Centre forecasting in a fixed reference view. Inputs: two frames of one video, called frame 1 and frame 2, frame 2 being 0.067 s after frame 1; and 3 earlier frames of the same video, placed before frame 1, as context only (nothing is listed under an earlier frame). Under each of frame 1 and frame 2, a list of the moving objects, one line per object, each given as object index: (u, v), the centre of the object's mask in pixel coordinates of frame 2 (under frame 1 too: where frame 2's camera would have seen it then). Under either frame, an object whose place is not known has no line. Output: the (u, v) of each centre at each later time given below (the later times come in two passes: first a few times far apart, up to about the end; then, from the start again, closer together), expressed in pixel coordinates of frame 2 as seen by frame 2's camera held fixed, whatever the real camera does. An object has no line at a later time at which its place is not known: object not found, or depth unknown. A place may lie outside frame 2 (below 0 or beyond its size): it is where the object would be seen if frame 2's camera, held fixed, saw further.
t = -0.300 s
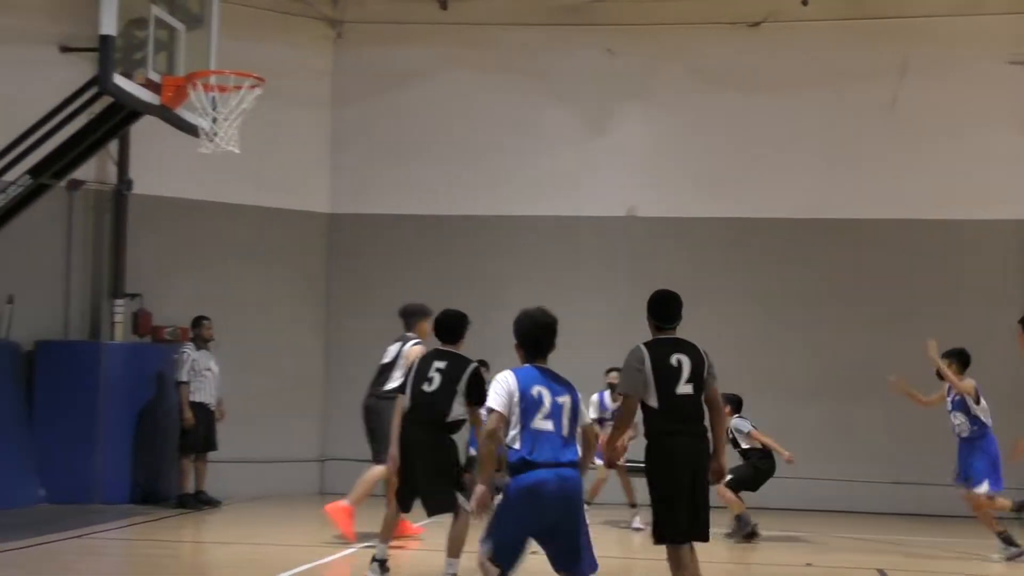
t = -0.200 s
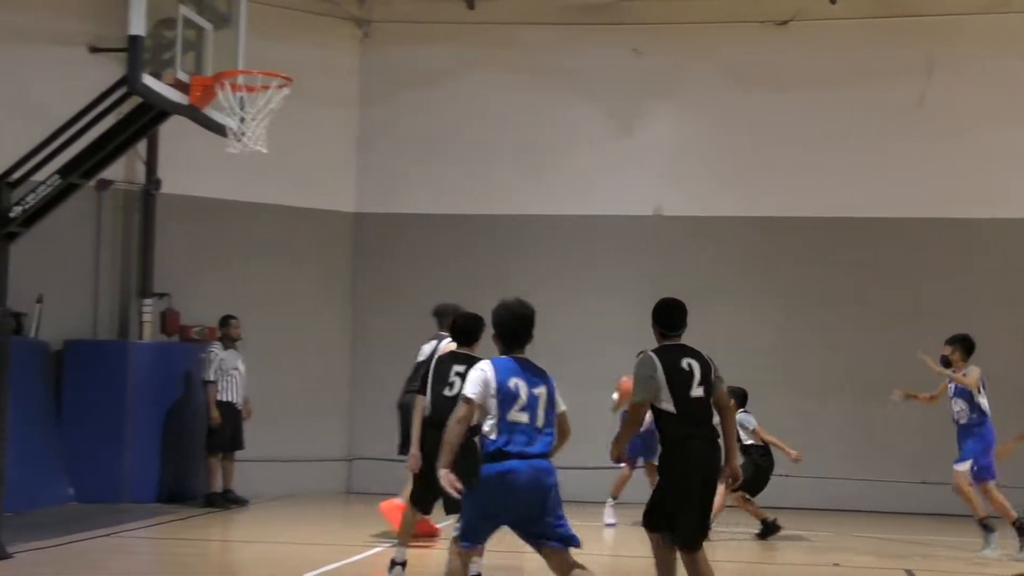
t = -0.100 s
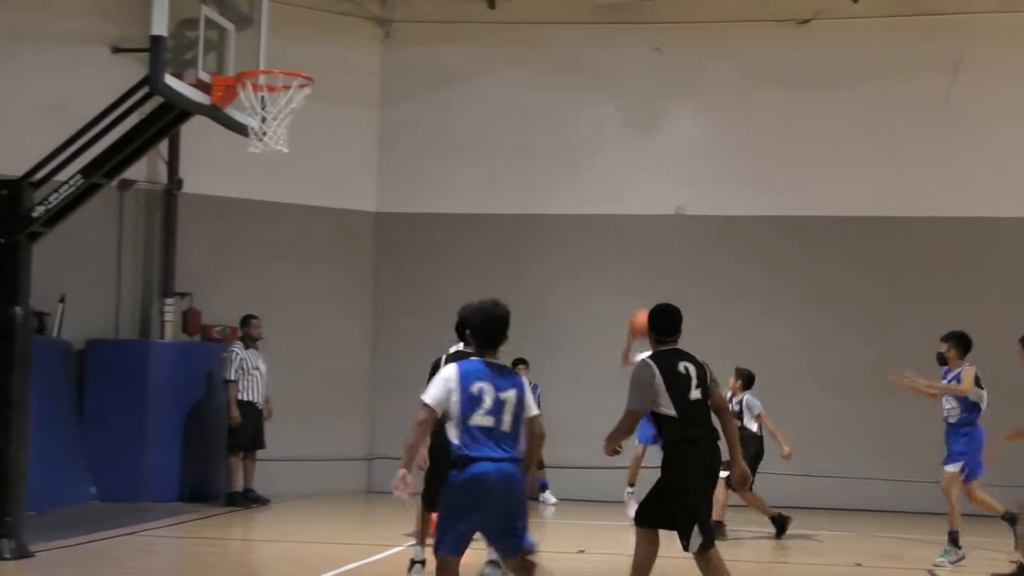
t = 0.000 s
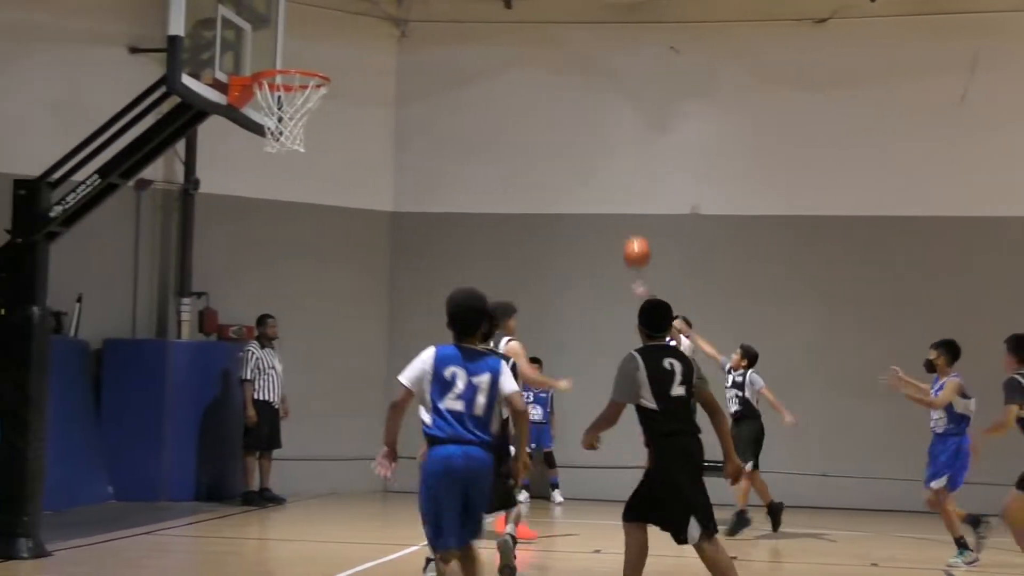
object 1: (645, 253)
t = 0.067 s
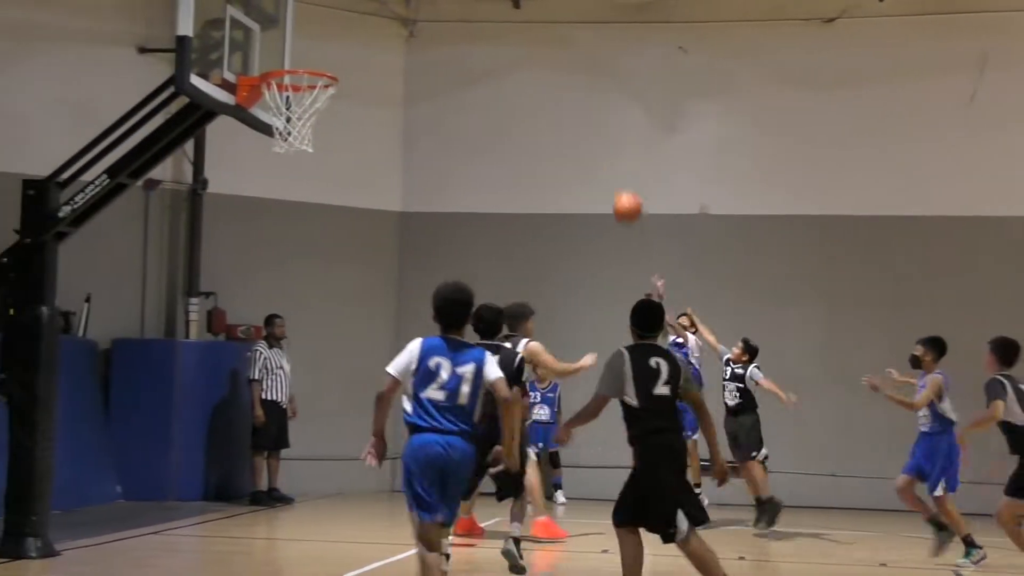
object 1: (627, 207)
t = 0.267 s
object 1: (569, 95)
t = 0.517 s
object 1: (489, 16)
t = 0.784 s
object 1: (384, 18)
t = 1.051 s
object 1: (283, 79)
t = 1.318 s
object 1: (311, 105)
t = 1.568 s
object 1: (264, 150)
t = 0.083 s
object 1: (623, 196)
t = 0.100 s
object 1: (618, 185)
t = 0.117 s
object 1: (613, 175)
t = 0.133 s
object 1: (609, 165)
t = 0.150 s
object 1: (604, 155)
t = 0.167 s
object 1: (599, 146)
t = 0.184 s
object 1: (594, 137)
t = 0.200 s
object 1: (589, 128)
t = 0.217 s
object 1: (584, 119)
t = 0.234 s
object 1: (580, 111)
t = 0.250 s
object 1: (574, 103)
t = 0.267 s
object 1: (569, 95)
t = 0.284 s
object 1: (565, 88)
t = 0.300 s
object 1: (559, 81)
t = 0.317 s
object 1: (554, 74)
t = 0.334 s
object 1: (549, 68)
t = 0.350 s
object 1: (544, 61)
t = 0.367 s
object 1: (539, 56)
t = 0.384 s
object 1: (534, 50)
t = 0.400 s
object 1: (528, 44)
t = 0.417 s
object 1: (523, 39)
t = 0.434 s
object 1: (517, 35)
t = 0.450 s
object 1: (511, 30)
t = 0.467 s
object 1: (506, 26)
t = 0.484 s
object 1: (501, 22)
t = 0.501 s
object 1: (494, 19)
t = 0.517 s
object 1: (489, 16)
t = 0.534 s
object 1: (483, 15)
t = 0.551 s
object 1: (477, 13)
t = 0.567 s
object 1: (470, 12)
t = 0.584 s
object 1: (465, 11)
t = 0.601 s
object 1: (458, 11)
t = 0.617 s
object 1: (452, 10)
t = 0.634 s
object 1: (445, 10)
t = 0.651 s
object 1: (439, 10)
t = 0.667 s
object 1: (432, 10)
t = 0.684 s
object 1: (426, 10)
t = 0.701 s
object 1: (420, 10)
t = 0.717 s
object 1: (413, 12)
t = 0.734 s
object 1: (406, 13)
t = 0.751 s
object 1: (400, 14)
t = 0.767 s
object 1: (392, 15)
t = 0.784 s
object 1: (384, 18)
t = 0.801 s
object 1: (377, 20)
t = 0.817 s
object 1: (370, 24)
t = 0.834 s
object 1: (363, 28)
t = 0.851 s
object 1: (355, 33)
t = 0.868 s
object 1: (348, 38)
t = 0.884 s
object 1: (341, 44)
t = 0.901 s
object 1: (333, 50)
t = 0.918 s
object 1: (325, 56)
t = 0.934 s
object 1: (318, 60)
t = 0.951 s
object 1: (312, 62)
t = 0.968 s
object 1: (303, 71)
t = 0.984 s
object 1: (296, 71)
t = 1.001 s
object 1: (289, 74)
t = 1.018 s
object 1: (286, 76)
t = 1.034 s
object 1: (285, 77)
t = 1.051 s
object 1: (283, 79)
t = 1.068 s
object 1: (286, 82)
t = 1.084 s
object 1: (287, 83)
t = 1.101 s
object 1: (295, 84)
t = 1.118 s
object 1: (302, 86)
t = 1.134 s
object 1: (307, 87)
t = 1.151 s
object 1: (311, 89)
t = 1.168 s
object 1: (317, 90)
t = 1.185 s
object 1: (318, 90)
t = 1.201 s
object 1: (319, 93)
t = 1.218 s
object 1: (319, 93)
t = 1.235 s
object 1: (320, 95)
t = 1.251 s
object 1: (319, 95)
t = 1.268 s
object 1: (318, 96)
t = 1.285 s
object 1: (316, 101)
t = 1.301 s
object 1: (314, 103)
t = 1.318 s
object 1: (311, 105)
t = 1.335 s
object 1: (308, 105)
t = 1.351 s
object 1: (306, 107)
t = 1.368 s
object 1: (303, 107)
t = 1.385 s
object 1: (300, 108)
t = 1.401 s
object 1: (297, 109)
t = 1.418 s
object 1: (293, 125)
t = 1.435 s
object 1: (291, 125)
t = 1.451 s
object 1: (287, 126)
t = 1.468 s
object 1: (284, 127)
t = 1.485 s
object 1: (280, 130)
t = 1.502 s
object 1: (277, 132)
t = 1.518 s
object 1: (274, 135)
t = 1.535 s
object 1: (271, 139)
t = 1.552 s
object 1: (267, 144)
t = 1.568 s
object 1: (264, 150)
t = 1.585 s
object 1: (260, 155)
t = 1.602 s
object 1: (257, 161)
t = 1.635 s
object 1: (250, 176)
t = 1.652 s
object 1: (246, 184)
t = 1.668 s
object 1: (243, 193)
